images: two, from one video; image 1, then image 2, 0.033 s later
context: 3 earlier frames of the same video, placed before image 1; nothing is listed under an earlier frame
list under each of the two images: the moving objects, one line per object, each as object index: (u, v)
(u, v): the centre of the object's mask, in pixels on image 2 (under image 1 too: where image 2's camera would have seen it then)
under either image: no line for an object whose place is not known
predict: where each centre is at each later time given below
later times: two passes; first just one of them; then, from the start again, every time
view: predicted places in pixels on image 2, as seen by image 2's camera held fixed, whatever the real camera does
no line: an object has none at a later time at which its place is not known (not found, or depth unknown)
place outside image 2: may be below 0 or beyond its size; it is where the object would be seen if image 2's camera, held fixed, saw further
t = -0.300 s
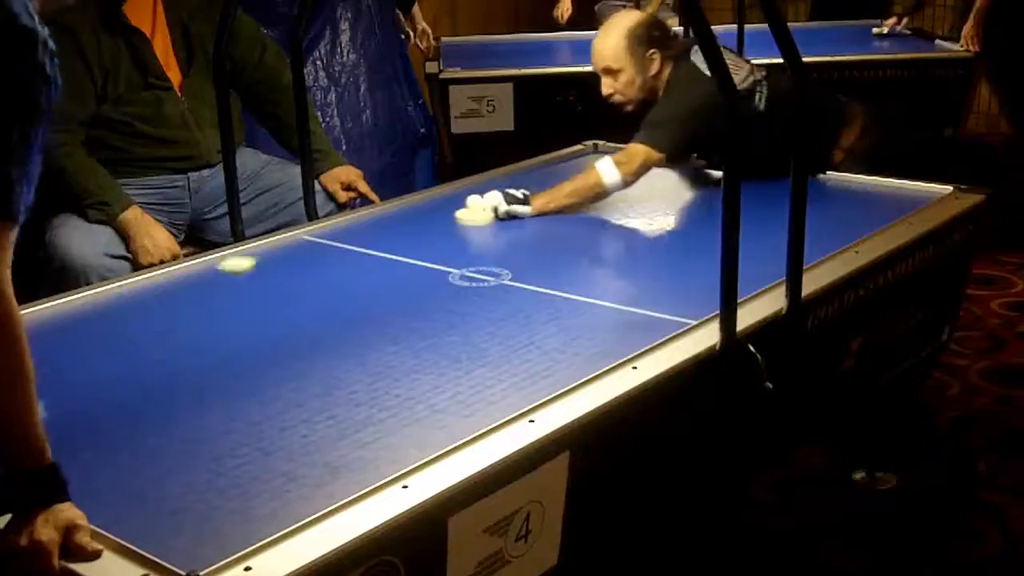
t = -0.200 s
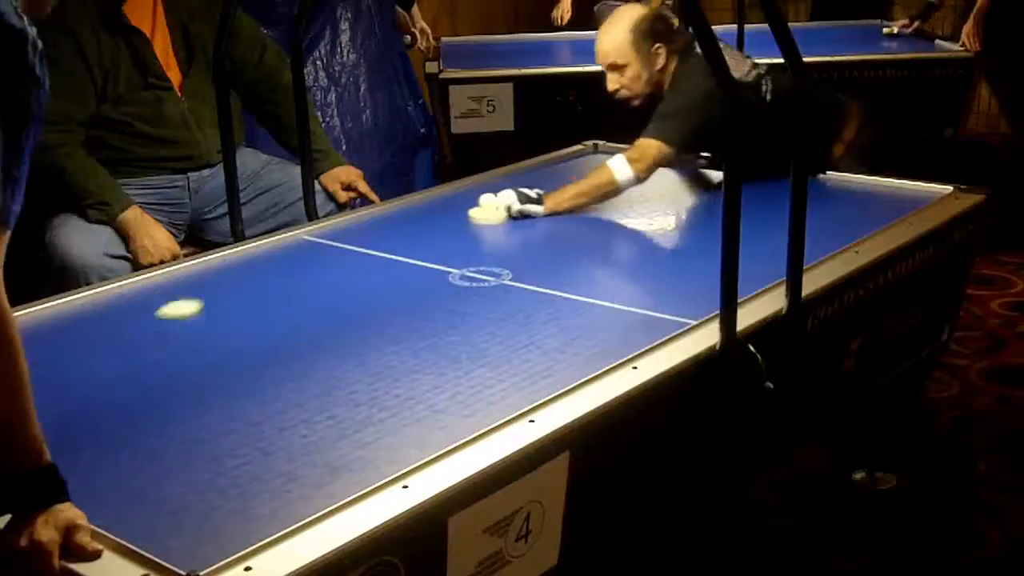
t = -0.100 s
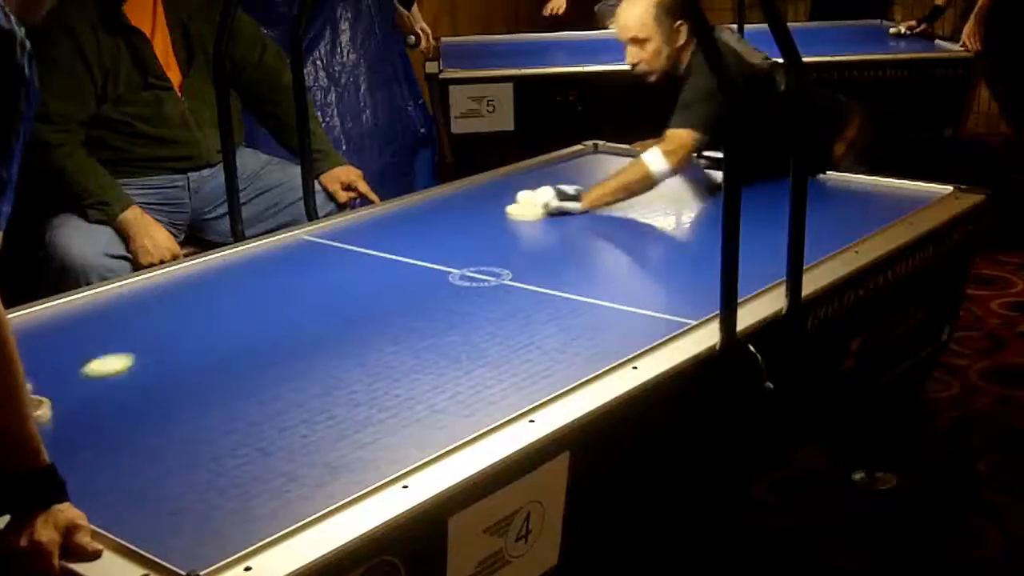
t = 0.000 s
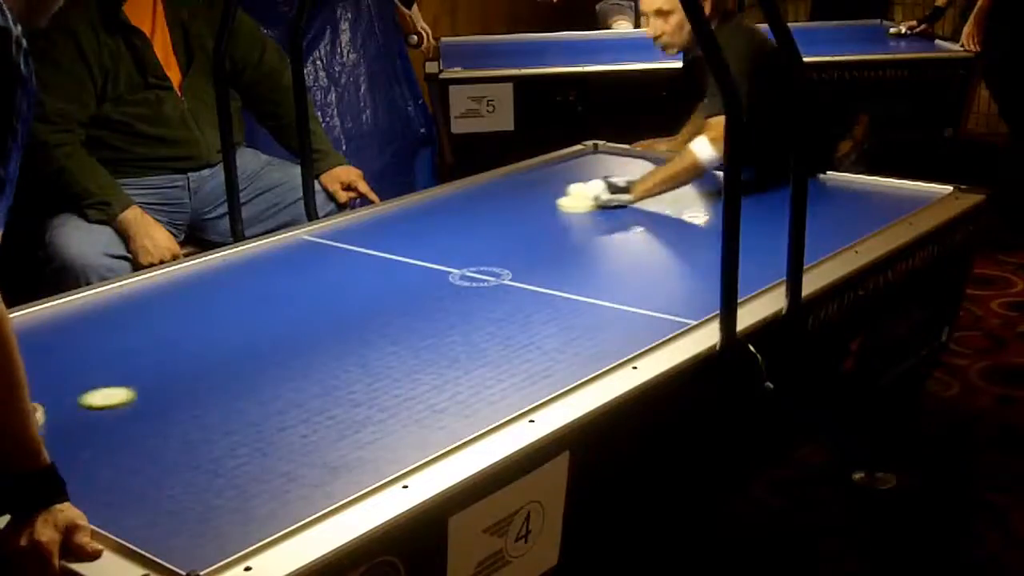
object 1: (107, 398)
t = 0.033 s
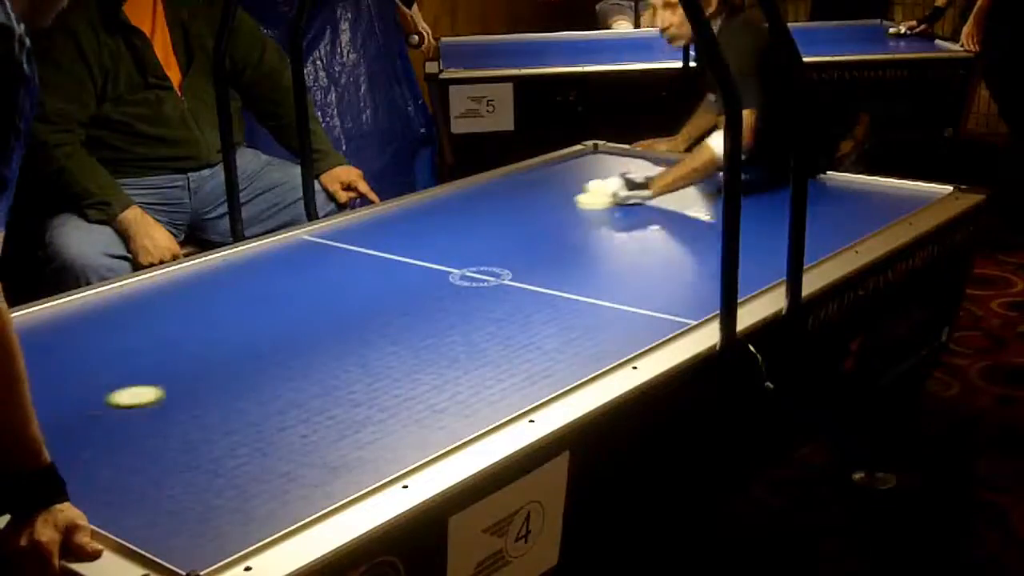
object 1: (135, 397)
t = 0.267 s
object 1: (331, 387)
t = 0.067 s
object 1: (163, 395)
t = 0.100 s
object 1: (191, 394)
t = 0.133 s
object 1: (219, 392)
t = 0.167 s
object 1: (248, 391)
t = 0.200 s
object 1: (276, 390)
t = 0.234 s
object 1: (303, 389)
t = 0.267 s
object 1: (331, 387)
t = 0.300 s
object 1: (359, 386)
